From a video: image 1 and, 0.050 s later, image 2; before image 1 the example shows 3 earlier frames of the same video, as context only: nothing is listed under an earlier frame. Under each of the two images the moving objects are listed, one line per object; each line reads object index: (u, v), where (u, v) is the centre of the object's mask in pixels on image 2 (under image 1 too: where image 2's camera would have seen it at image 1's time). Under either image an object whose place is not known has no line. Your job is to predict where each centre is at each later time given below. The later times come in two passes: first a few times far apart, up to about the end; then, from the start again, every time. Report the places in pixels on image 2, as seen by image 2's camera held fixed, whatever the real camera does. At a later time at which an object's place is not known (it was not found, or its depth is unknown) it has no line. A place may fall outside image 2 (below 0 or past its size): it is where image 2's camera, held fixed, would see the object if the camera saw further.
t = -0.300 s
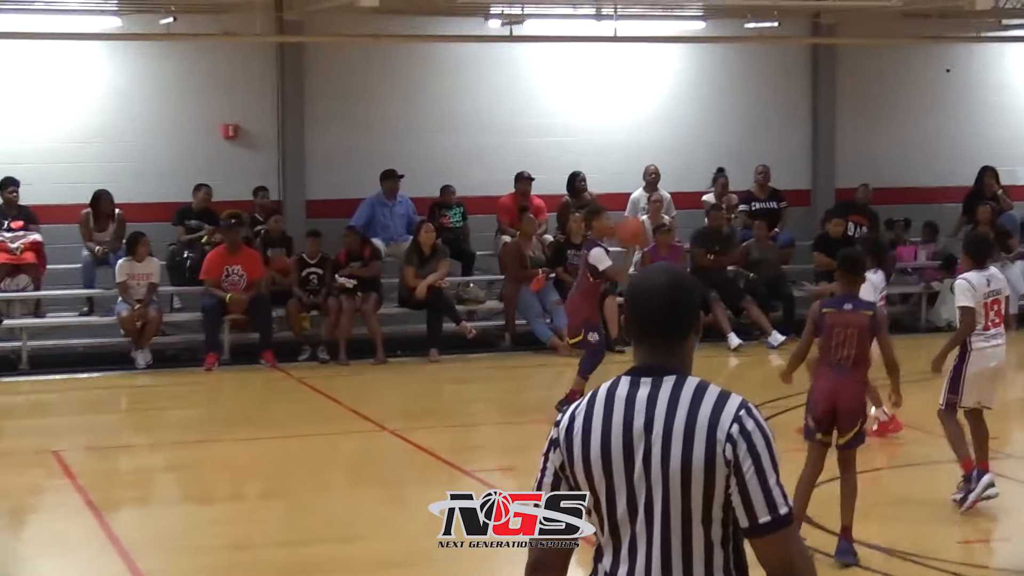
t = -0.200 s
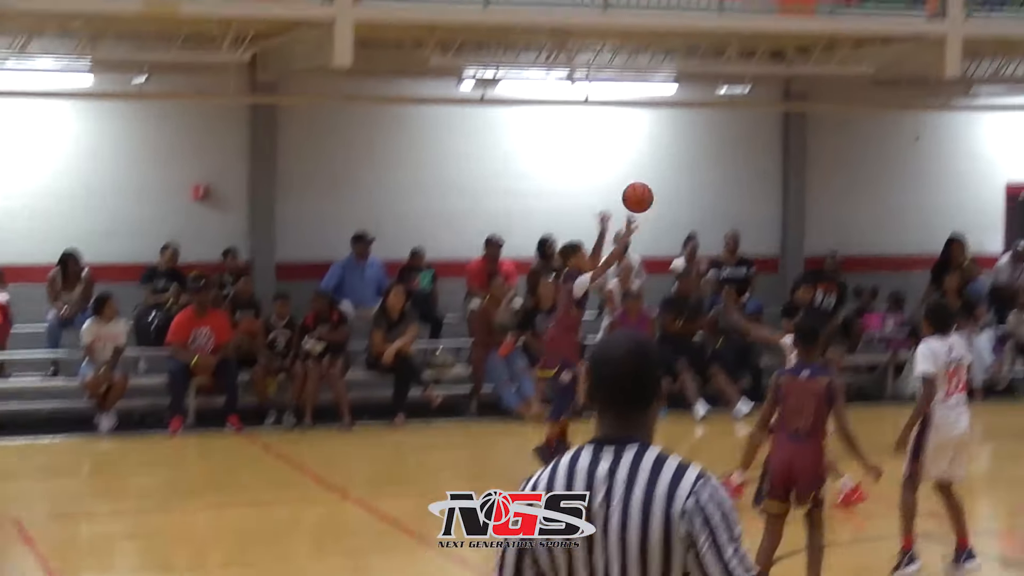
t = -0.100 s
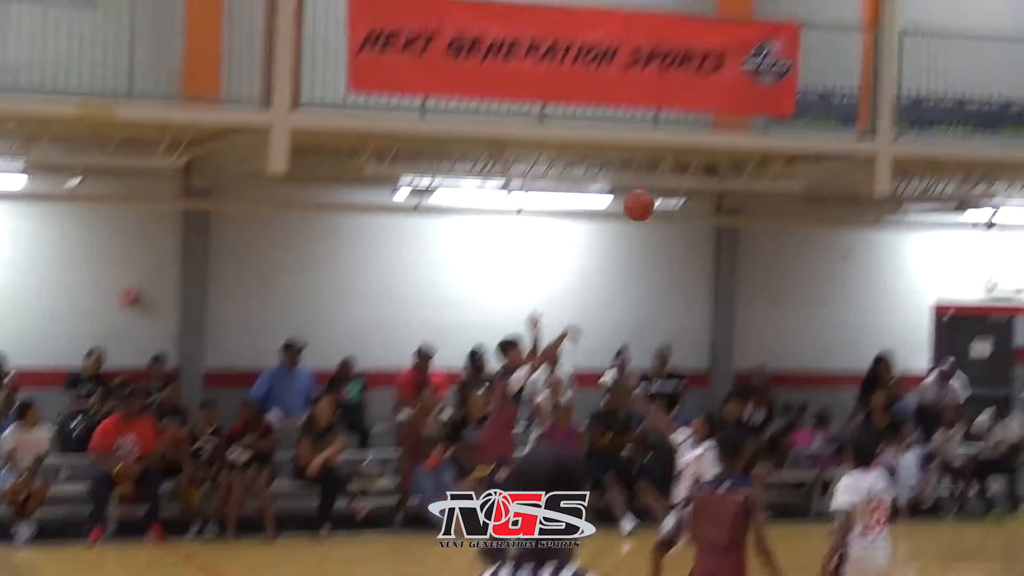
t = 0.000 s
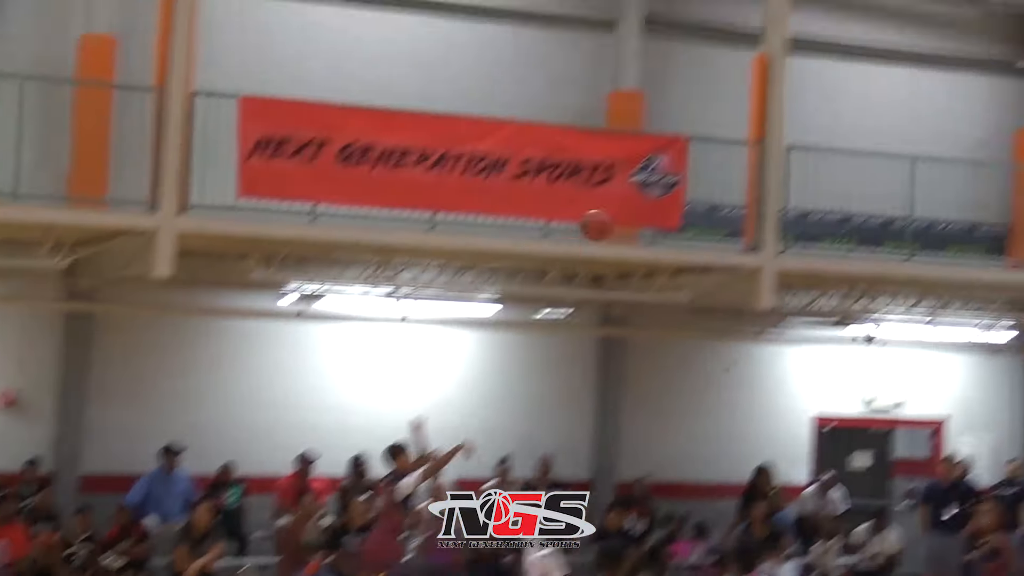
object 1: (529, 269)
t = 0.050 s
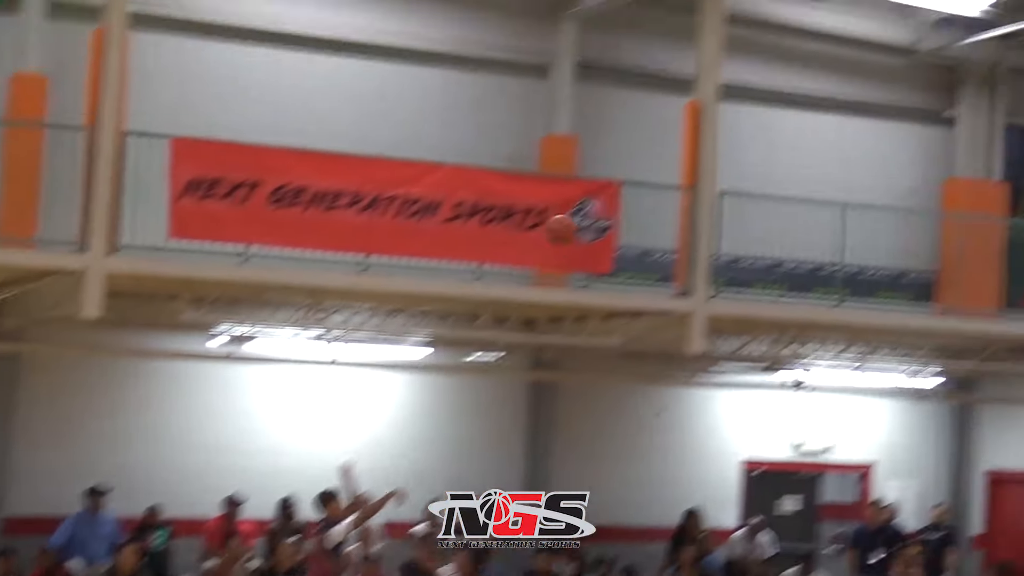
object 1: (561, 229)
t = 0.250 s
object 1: (693, 108)
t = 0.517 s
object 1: (871, 25)
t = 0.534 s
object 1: (882, 24)
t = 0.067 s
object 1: (574, 218)
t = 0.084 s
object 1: (583, 205)
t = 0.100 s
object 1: (596, 194)
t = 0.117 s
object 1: (605, 182)
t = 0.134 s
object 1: (617, 172)
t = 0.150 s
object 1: (628, 162)
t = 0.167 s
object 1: (638, 152)
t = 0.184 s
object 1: (649, 143)
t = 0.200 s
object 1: (661, 133)
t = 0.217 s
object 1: (672, 125)
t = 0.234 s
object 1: (684, 116)
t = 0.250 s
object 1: (693, 108)
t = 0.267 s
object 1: (705, 99)
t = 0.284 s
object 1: (715, 92)
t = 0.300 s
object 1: (727, 85)
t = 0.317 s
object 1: (738, 78)
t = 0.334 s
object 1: (749, 72)
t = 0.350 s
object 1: (761, 66)
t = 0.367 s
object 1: (771, 60)
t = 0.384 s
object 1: (782, 55)
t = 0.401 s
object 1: (793, 50)
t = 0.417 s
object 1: (804, 45)
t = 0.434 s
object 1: (815, 41)
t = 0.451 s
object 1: (826, 37)
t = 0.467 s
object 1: (837, 34)
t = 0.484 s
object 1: (849, 31)
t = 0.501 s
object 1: (859, 27)
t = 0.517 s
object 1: (871, 25)
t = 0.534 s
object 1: (882, 24)
